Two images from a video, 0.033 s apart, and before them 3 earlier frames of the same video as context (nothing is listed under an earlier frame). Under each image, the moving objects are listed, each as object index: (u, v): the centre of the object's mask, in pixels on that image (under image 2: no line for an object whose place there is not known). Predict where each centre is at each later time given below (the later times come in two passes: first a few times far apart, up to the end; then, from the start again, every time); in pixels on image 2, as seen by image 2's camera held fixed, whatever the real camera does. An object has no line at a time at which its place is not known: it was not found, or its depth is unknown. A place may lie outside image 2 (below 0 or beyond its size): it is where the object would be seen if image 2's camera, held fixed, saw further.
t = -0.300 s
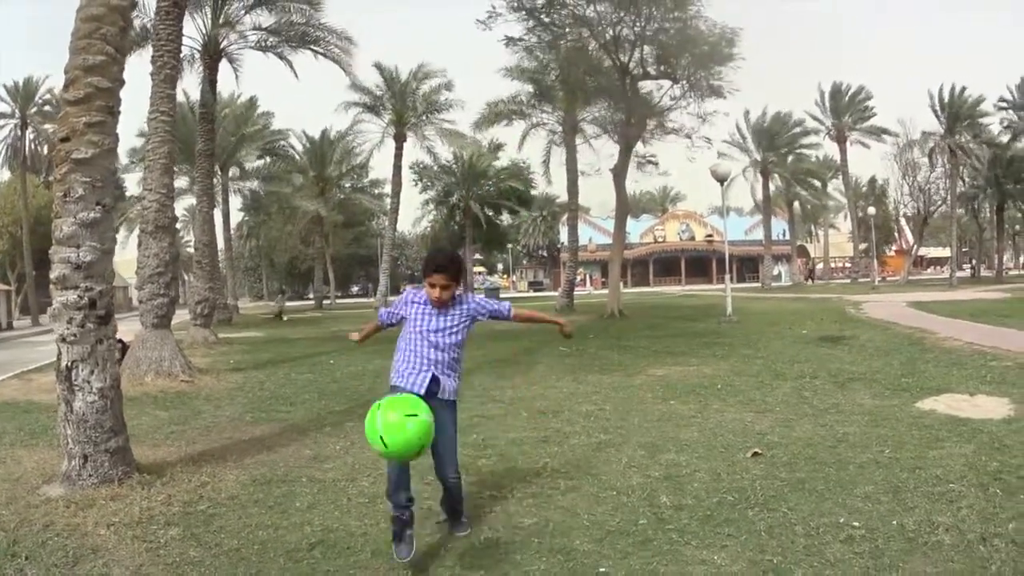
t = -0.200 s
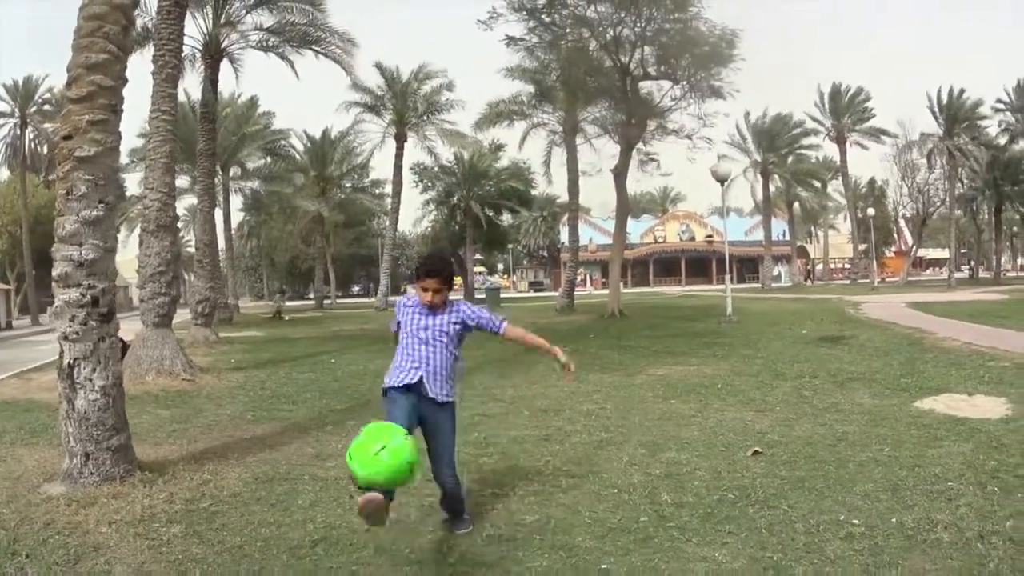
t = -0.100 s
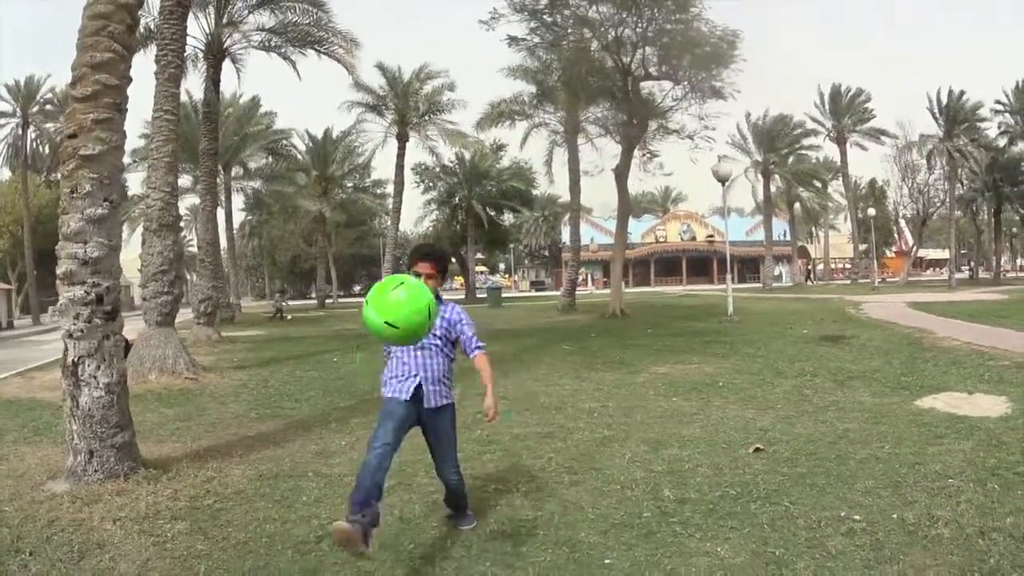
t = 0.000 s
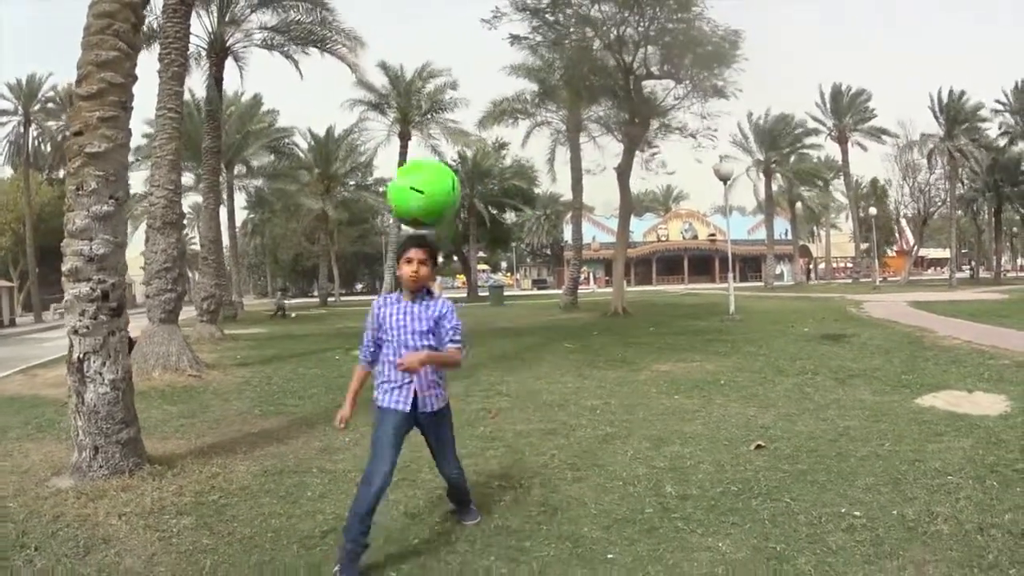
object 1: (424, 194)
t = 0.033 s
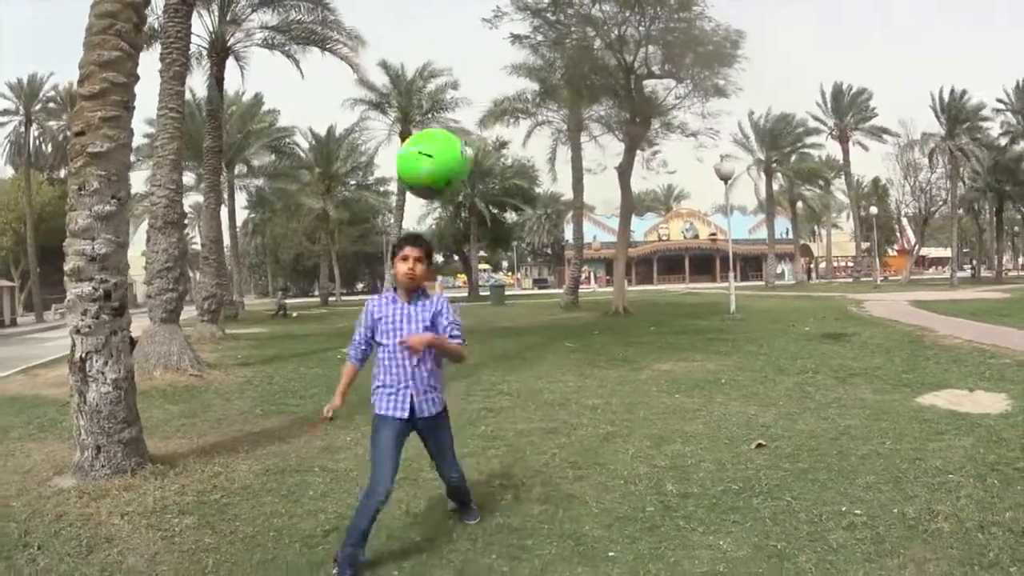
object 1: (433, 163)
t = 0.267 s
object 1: (483, 62)
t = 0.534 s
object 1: (551, 153)
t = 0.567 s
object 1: (560, 180)
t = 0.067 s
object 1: (439, 138)
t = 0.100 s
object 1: (446, 116)
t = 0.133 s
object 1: (454, 98)
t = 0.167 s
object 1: (460, 84)
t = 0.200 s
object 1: (469, 73)
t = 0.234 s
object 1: (476, 67)
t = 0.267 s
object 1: (483, 62)
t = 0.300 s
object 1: (492, 62)
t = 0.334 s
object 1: (499, 66)
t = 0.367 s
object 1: (508, 71)
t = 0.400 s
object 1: (516, 82)
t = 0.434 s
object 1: (524, 94)
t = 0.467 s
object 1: (533, 110)
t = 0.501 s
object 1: (542, 130)
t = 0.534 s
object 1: (551, 153)
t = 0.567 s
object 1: (560, 180)
